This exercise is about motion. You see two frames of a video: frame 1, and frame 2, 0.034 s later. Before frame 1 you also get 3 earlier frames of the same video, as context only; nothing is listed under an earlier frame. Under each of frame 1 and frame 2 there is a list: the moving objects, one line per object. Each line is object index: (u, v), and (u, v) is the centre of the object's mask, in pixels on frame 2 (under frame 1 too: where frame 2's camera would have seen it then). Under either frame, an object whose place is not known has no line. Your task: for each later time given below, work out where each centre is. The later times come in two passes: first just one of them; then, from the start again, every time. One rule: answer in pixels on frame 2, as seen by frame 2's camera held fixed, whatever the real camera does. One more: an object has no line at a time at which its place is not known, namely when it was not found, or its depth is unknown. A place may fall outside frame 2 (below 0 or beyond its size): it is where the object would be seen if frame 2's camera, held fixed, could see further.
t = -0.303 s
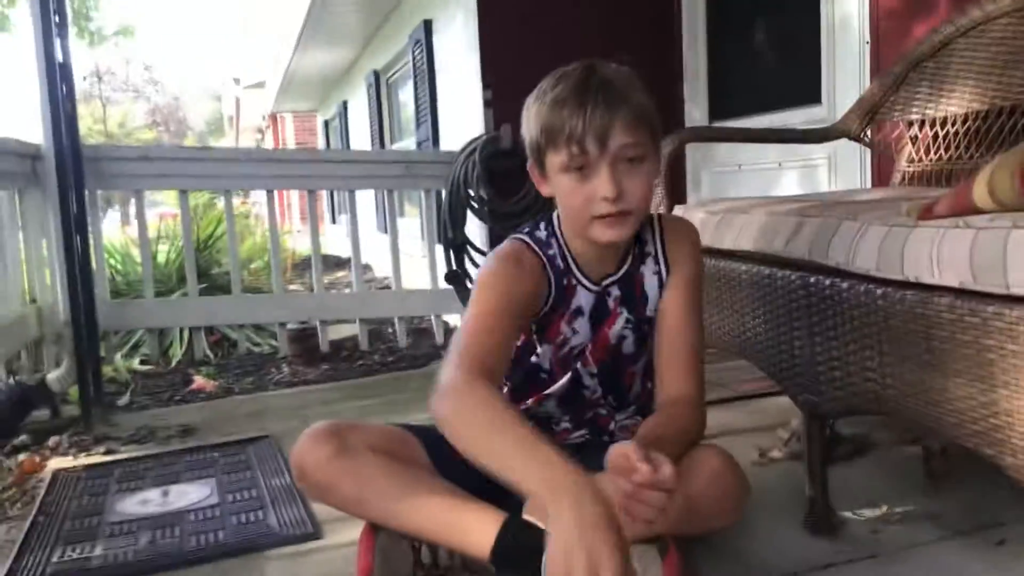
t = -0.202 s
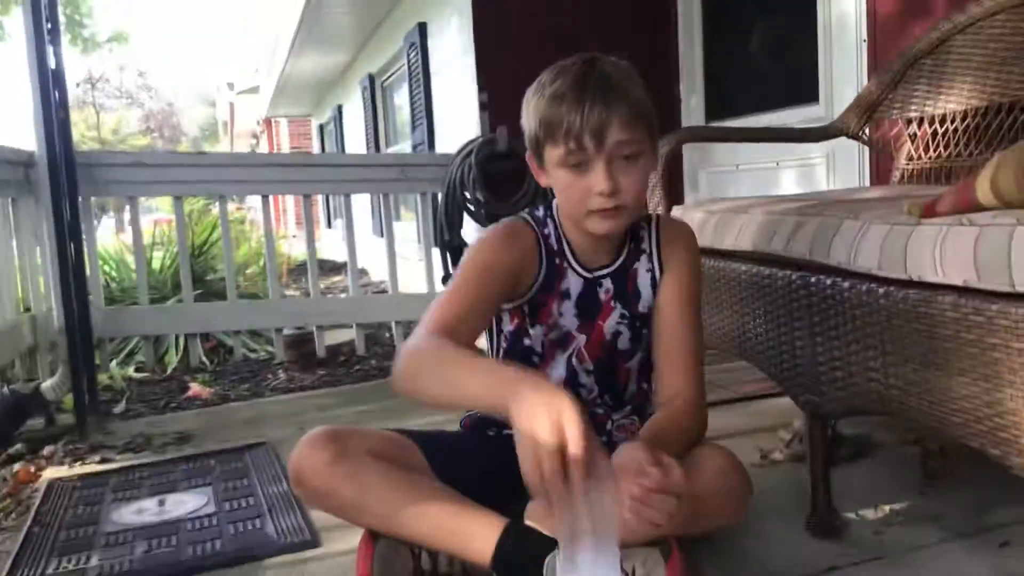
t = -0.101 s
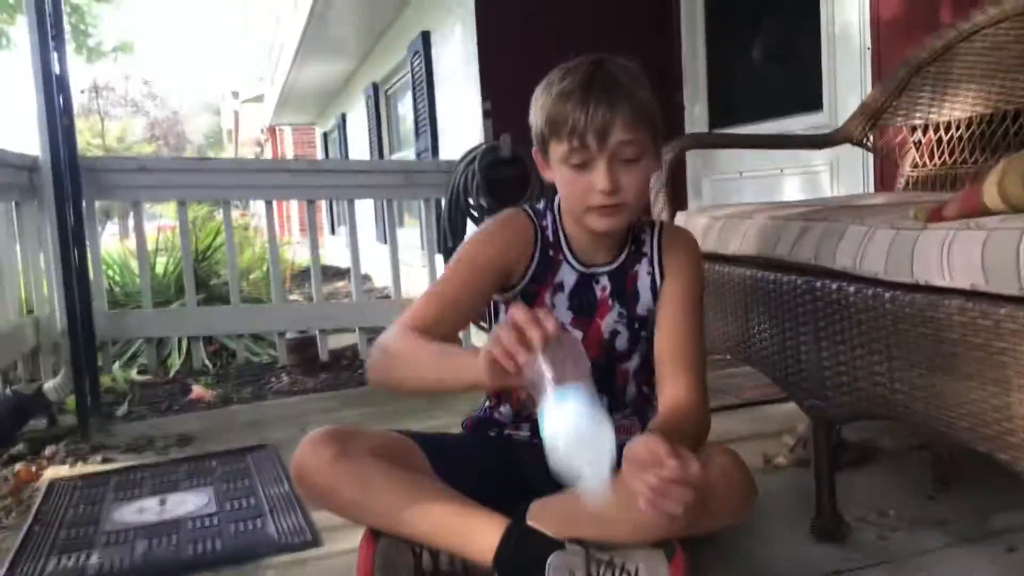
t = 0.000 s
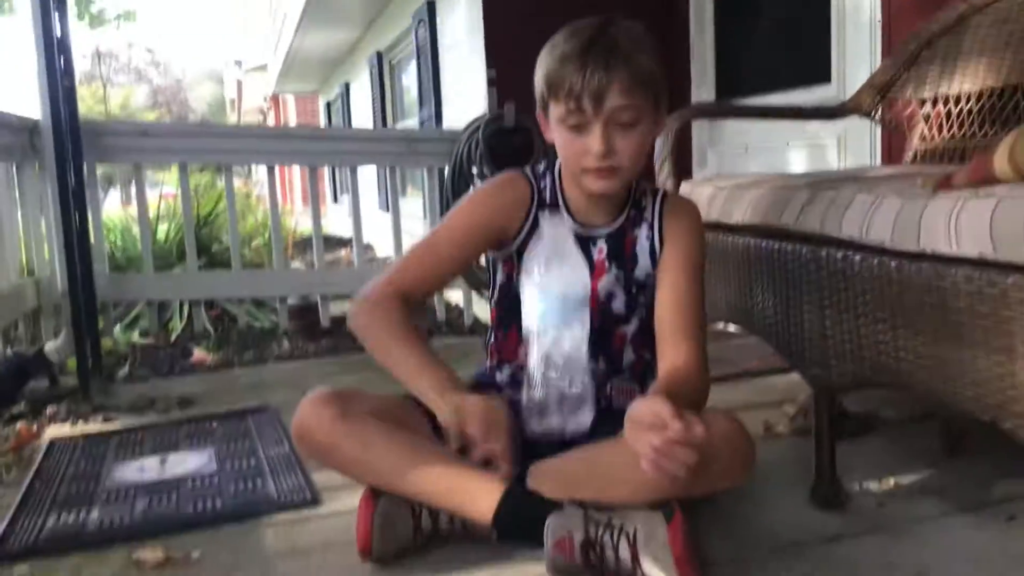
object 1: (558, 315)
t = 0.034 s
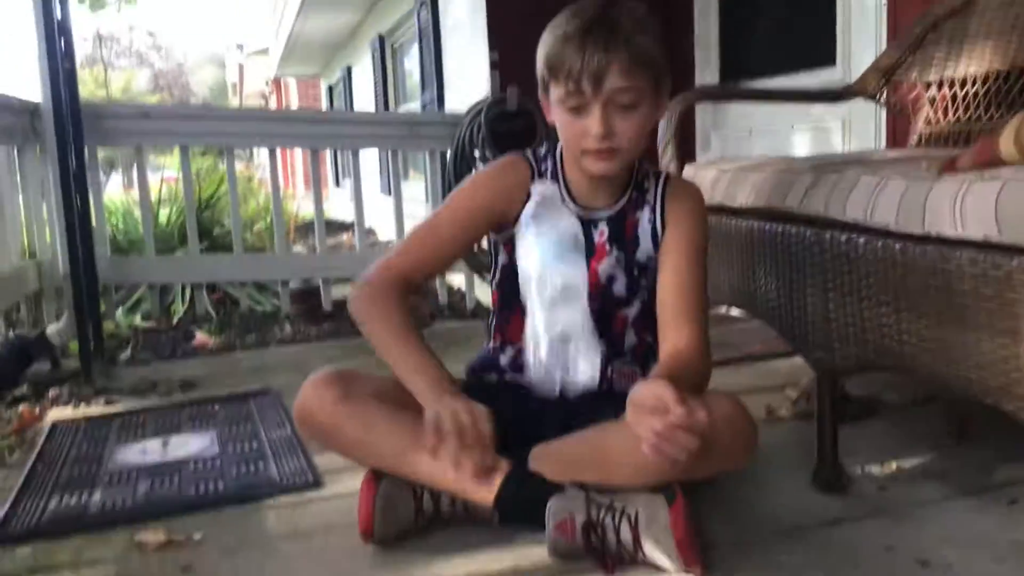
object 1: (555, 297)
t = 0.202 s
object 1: (533, 317)
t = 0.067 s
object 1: (552, 280)
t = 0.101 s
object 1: (549, 271)
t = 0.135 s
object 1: (545, 273)
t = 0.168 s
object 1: (539, 289)
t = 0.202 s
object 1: (533, 317)
